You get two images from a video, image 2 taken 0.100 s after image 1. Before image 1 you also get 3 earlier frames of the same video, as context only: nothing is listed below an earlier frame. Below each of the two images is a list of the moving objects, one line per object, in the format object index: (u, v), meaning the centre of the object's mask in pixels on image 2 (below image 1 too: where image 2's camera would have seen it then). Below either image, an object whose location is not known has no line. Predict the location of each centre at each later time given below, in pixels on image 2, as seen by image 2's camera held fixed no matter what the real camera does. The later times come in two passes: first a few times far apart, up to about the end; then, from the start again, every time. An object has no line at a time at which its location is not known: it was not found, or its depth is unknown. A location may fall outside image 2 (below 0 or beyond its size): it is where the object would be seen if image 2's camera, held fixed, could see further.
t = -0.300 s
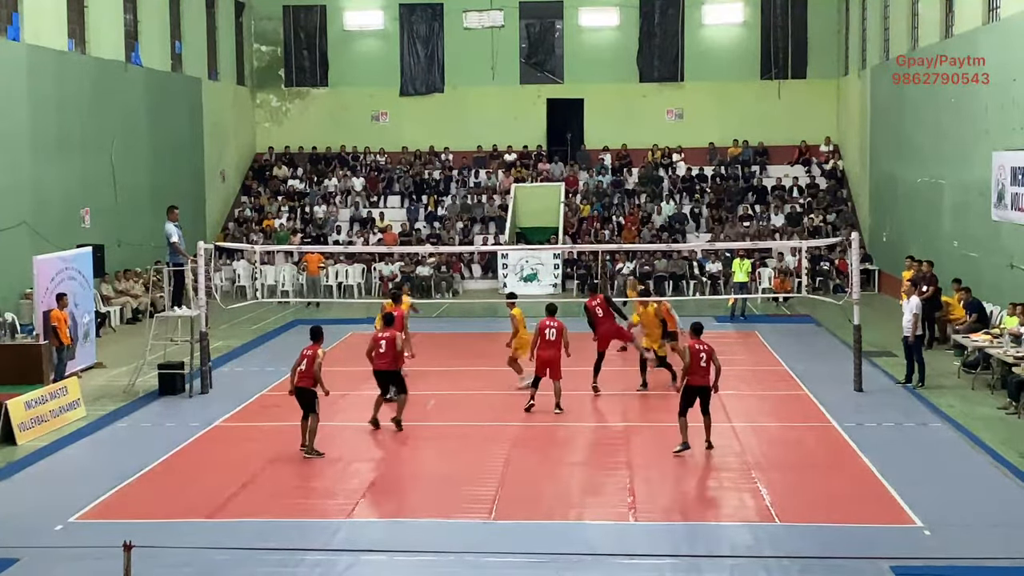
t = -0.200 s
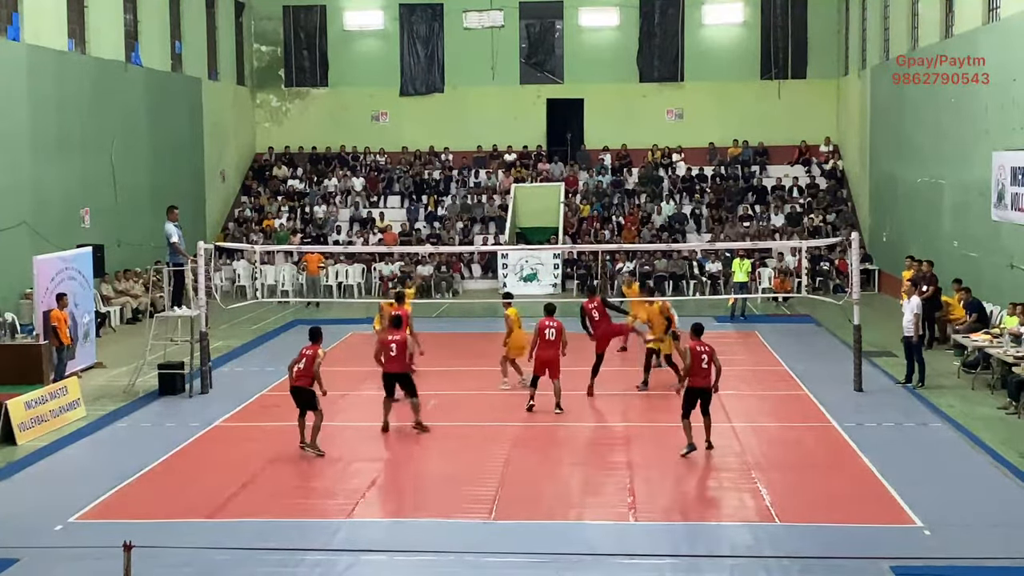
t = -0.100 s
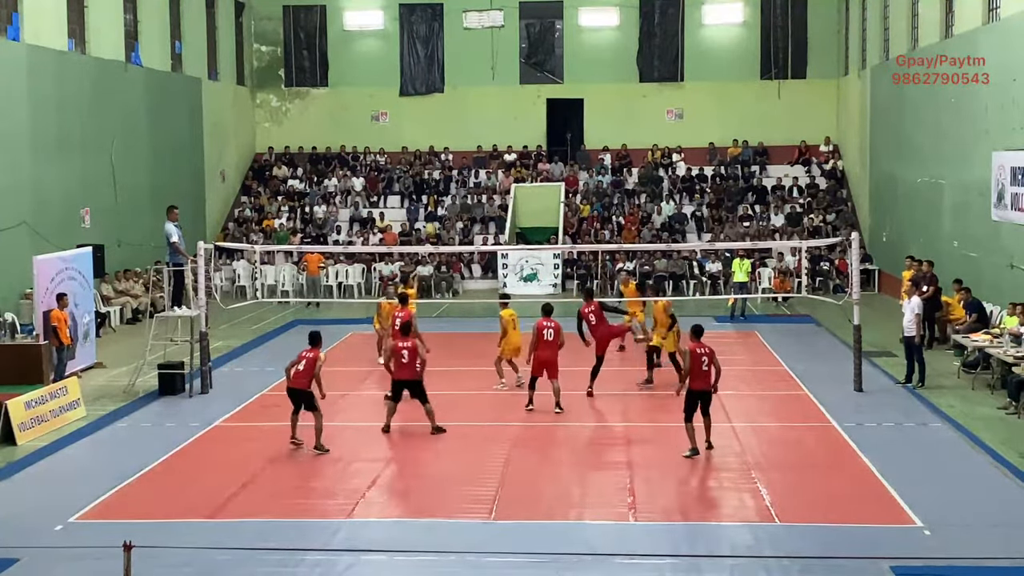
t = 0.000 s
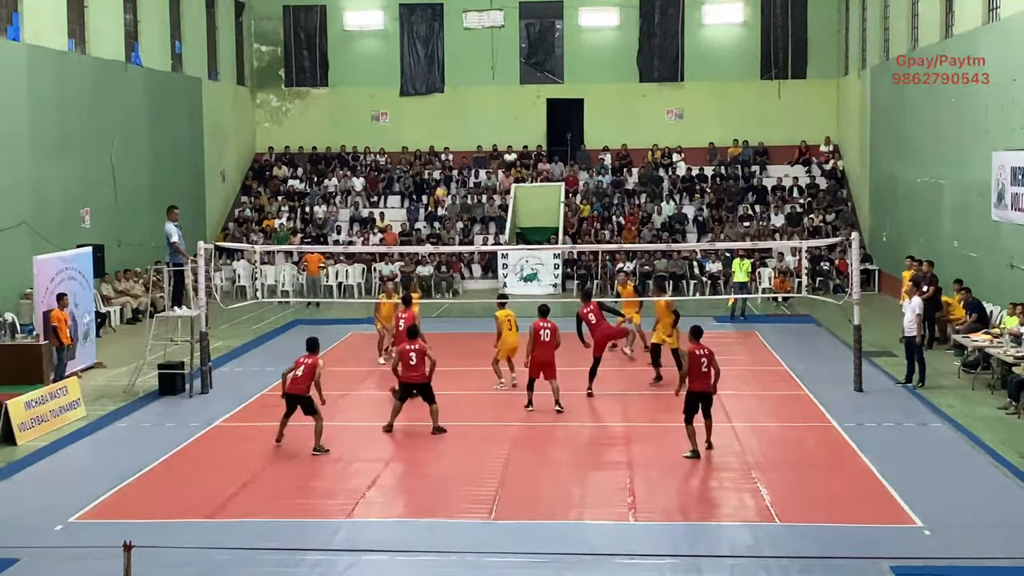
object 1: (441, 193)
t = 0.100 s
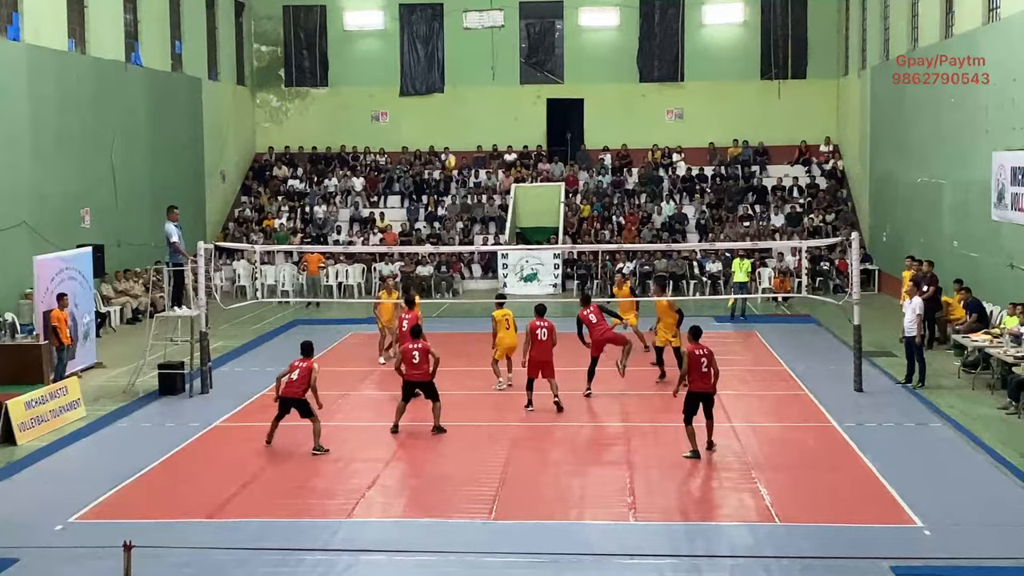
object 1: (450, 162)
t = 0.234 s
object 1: (465, 132)
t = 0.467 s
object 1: (489, 101)
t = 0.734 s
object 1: (516, 102)
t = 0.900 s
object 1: (534, 121)
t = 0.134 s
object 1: (455, 153)
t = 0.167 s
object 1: (458, 145)
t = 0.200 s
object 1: (462, 138)
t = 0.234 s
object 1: (465, 132)
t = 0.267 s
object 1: (468, 125)
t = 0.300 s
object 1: (471, 120)
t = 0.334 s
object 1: (475, 115)
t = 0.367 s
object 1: (479, 111)
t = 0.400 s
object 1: (482, 107)
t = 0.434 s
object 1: (486, 104)
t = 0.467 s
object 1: (489, 101)
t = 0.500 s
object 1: (493, 99)
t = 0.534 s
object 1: (496, 98)
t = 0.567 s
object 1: (499, 97)
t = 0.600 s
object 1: (502, 97)
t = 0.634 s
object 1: (506, 97)
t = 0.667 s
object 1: (510, 98)
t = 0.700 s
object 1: (513, 100)
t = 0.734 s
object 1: (516, 102)
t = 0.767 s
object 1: (520, 104)
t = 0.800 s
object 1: (523, 107)
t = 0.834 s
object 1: (526, 111)
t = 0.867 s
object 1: (530, 115)
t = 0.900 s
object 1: (534, 121)
